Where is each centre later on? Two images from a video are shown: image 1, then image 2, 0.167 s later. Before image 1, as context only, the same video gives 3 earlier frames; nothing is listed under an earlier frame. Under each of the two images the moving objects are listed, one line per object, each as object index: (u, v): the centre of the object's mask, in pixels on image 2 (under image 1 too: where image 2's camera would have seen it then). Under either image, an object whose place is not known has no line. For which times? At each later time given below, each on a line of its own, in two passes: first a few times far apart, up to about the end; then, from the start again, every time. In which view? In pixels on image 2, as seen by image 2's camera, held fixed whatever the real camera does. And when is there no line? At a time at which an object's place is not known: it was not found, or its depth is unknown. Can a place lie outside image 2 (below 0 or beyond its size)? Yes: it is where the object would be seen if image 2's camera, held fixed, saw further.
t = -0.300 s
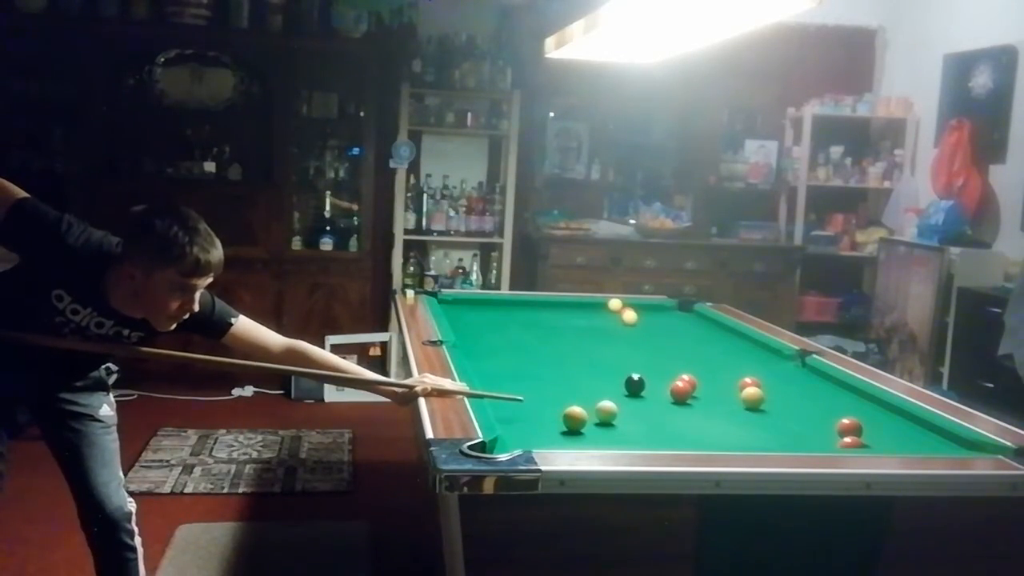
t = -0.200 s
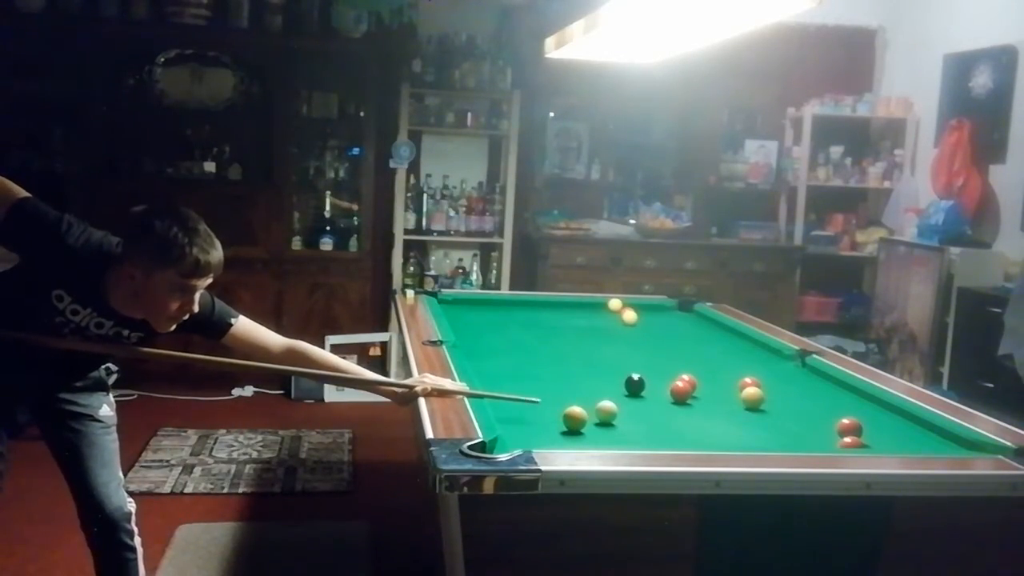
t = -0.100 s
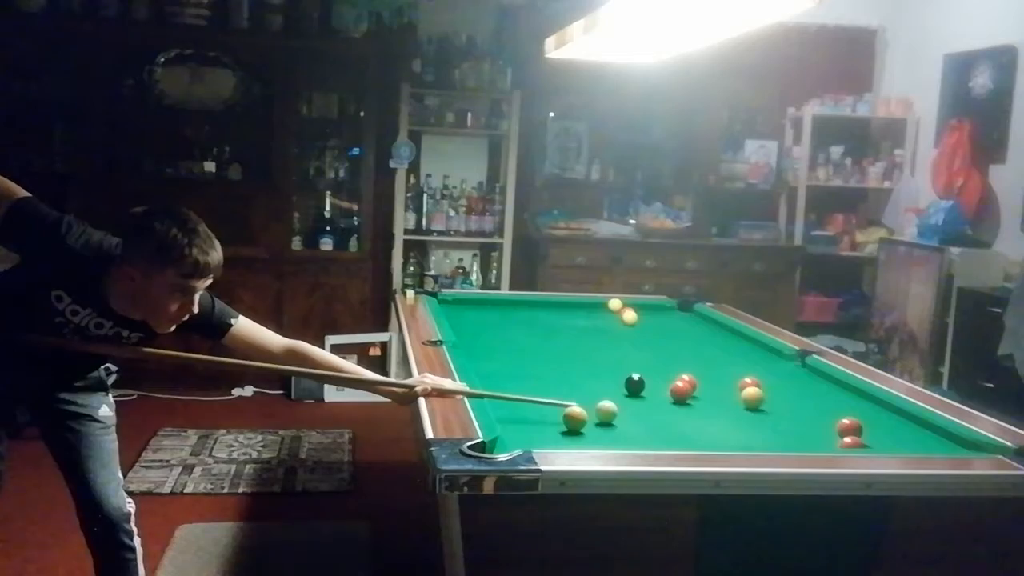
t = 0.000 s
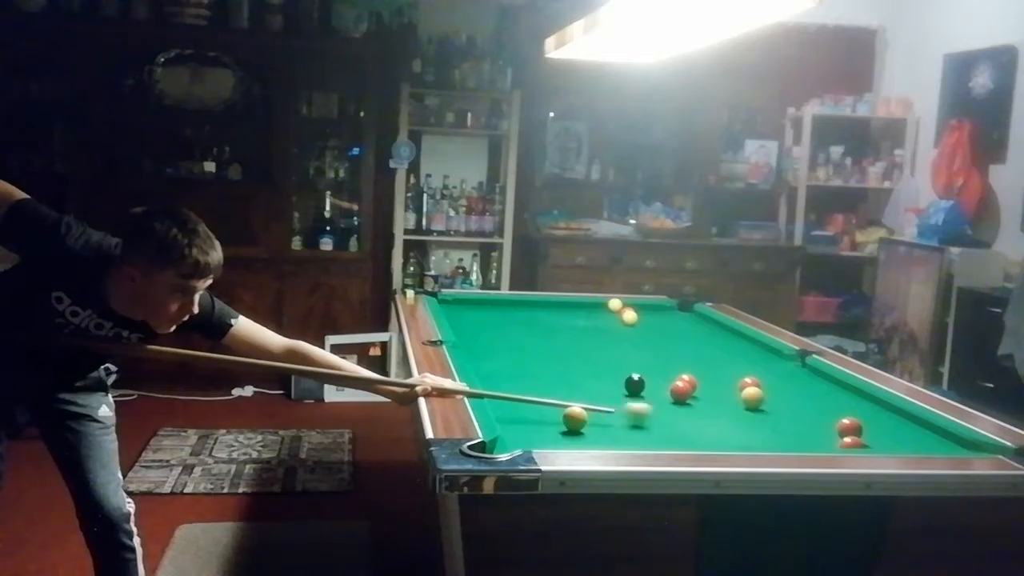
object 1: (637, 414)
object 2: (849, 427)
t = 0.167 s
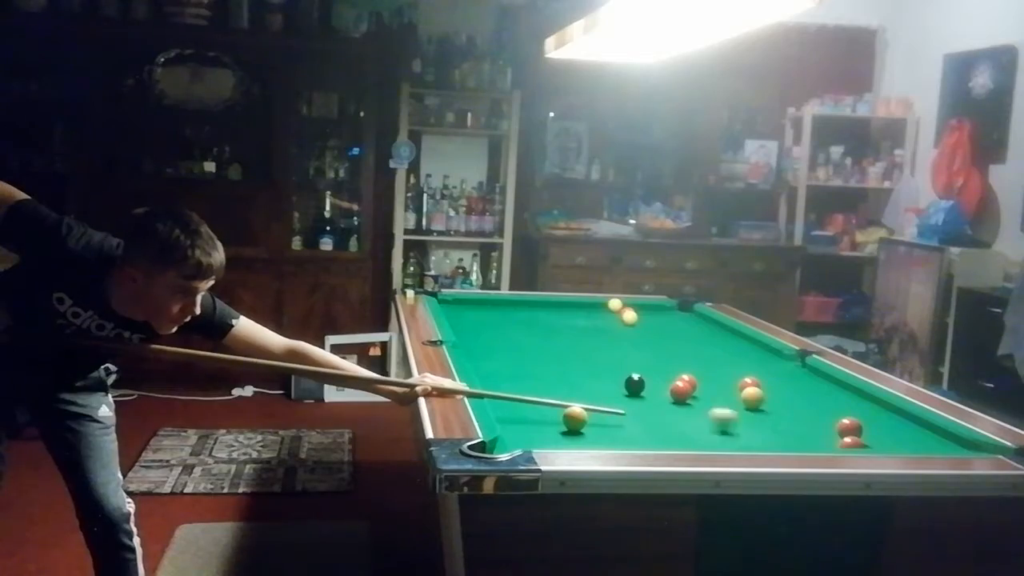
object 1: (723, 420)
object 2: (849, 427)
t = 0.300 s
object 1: (789, 424)
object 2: (849, 427)
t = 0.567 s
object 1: (836, 420)
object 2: (910, 437)
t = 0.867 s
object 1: (860, 414)
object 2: (991, 447)
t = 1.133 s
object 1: (878, 409)
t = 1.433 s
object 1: (874, 404)
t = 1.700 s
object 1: (852, 401)
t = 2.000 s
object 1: (834, 398)
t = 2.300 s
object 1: (822, 396)
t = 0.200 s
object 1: (739, 421)
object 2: (849, 427)
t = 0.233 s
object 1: (756, 421)
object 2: (849, 427)
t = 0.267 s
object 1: (773, 423)
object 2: (849, 427)
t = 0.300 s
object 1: (789, 424)
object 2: (849, 427)
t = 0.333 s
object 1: (804, 425)
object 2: (849, 427)
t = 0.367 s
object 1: (820, 426)
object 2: (849, 427)
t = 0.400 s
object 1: (824, 425)
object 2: (862, 430)
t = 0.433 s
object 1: (825, 424)
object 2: (873, 433)
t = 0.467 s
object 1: (827, 423)
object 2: (883, 434)
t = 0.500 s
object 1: (831, 422)
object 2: (892, 436)
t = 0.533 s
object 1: (833, 421)
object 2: (901, 436)
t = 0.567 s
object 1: (836, 420)
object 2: (910, 437)
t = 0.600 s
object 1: (839, 420)
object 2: (919, 438)
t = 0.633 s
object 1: (842, 419)
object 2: (929, 439)
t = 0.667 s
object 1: (845, 418)
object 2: (938, 440)
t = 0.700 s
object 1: (848, 418)
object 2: (946, 440)
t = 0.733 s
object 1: (850, 417)
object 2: (956, 441)
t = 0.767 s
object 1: (853, 416)
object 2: (965, 442)
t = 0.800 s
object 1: (855, 416)
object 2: (972, 443)
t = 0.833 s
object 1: (857, 415)
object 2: (982, 445)
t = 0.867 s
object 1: (860, 414)
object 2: (991, 447)
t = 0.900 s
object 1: (863, 414)
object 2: (996, 448)
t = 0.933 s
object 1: (865, 413)
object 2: (999, 449)
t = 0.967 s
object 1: (867, 412)
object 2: (1007, 452)
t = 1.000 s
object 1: (869, 411)
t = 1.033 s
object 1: (872, 411)
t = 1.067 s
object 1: (874, 410)
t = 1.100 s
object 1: (876, 410)
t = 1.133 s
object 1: (878, 409)
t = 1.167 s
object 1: (881, 408)
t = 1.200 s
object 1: (883, 408)
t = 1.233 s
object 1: (885, 407)
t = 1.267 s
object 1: (887, 407)
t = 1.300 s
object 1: (886, 407)
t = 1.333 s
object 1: (882, 406)
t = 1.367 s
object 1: (880, 405)
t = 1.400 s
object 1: (877, 405)
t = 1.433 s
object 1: (874, 404)
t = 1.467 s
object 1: (872, 404)
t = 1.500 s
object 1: (869, 403)
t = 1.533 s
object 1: (866, 403)
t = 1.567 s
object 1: (864, 403)
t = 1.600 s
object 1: (859, 402)
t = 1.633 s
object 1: (856, 401)
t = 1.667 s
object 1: (854, 401)
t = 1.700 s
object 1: (852, 401)
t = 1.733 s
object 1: (850, 400)
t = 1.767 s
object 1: (847, 400)
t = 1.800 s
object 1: (846, 400)
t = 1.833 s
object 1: (843, 400)
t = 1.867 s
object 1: (842, 399)
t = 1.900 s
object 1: (840, 399)
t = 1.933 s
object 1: (838, 399)
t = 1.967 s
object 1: (836, 398)
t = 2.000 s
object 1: (834, 398)
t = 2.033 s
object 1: (833, 398)
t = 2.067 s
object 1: (831, 397)
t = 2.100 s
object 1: (830, 397)
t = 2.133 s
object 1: (829, 397)
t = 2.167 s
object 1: (827, 397)
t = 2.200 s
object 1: (826, 397)
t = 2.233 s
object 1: (825, 397)
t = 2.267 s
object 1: (823, 396)
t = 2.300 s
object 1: (822, 396)
